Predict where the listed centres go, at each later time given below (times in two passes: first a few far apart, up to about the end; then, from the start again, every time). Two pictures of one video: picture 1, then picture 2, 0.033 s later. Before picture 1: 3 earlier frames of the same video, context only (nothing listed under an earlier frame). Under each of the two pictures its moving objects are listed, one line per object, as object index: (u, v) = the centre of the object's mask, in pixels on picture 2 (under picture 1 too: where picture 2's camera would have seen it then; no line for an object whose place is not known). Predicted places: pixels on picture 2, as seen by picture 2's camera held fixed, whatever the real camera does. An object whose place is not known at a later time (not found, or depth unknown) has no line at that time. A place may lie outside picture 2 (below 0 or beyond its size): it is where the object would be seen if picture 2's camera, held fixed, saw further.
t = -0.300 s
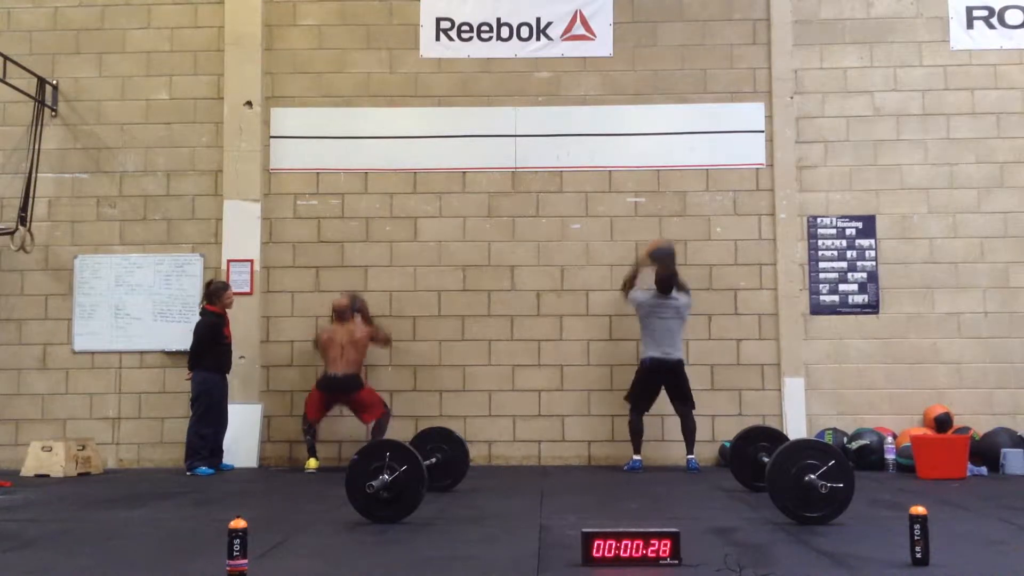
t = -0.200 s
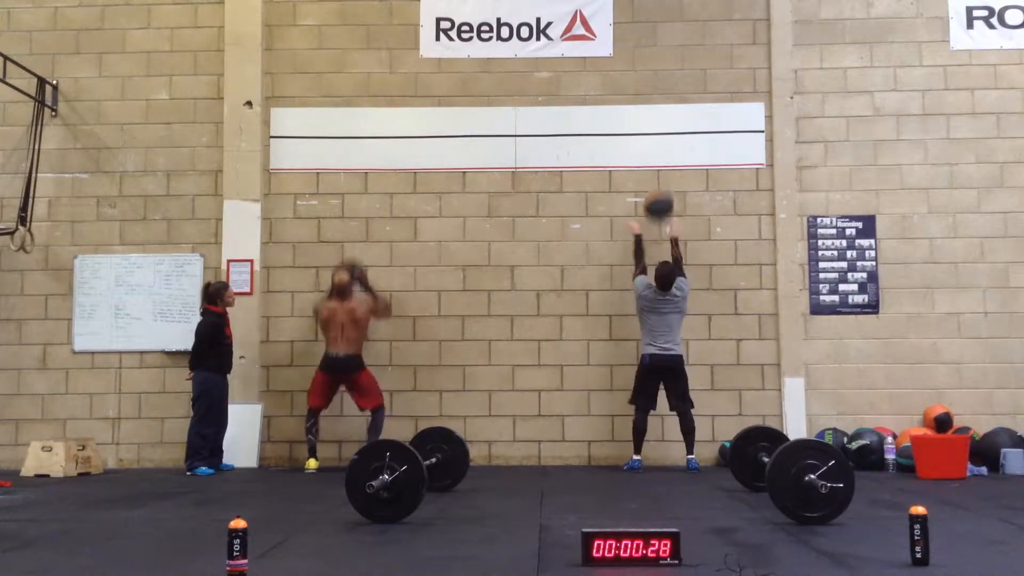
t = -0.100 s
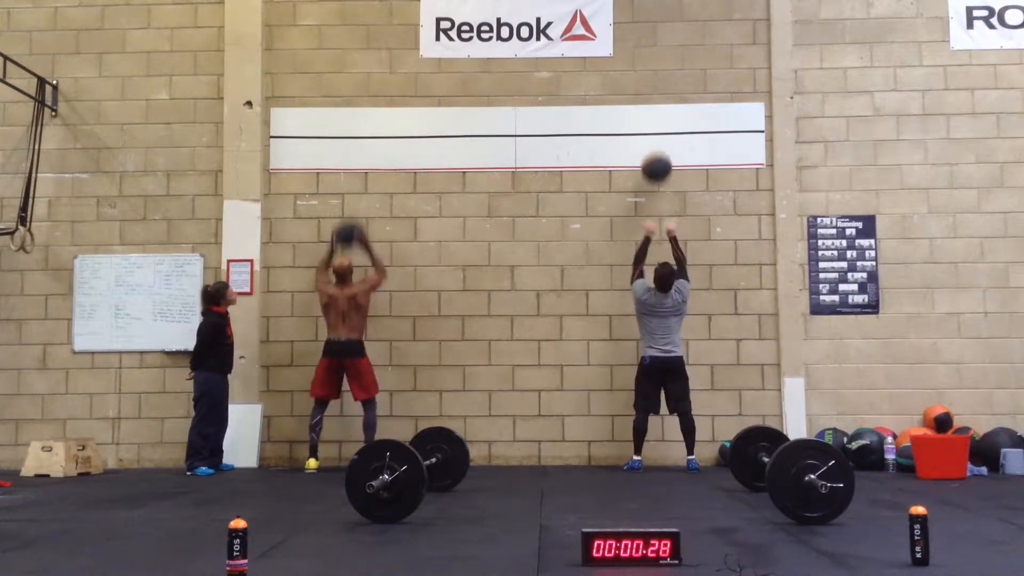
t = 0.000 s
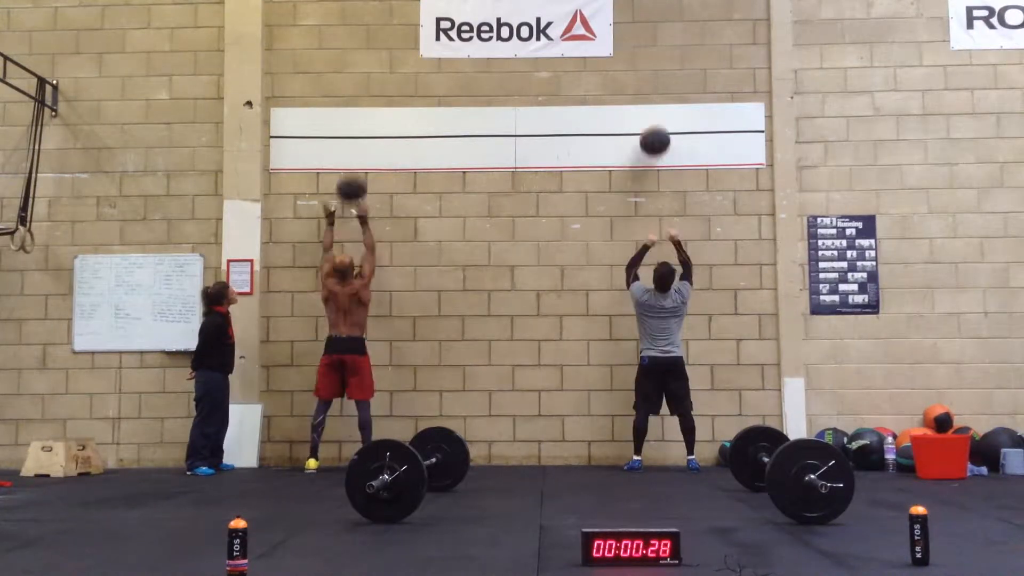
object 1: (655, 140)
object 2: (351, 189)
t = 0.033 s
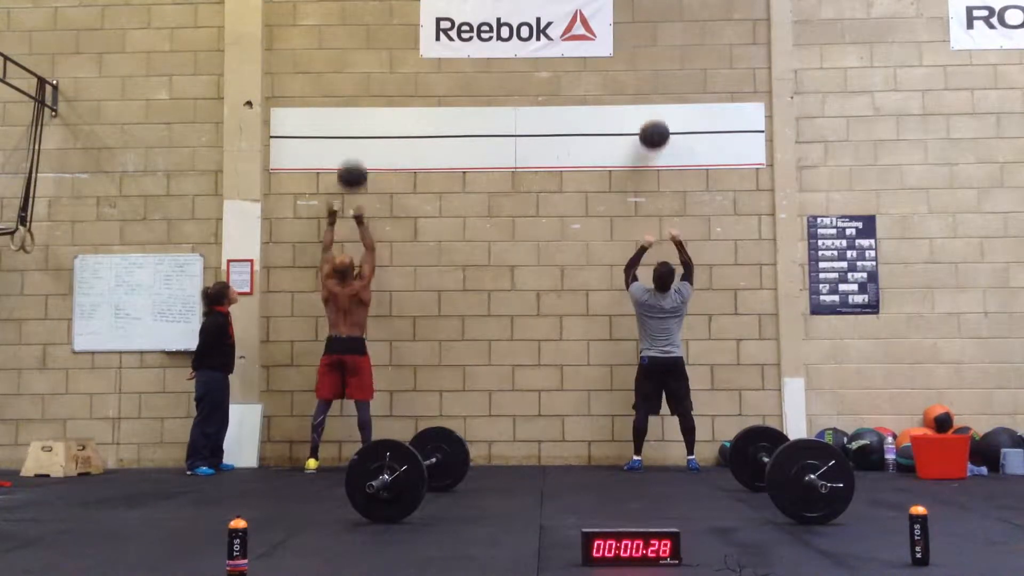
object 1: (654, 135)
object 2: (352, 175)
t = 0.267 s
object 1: (653, 121)
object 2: (356, 119)
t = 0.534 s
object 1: (655, 172)
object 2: (356, 130)
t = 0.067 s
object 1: (654, 129)
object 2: (353, 164)
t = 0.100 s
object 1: (653, 126)
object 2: (353, 153)
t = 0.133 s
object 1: (653, 123)
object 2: (354, 144)
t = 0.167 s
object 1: (652, 121)
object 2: (354, 136)
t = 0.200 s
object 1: (652, 121)
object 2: (355, 129)
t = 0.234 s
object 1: (652, 120)
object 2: (355, 124)
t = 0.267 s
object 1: (653, 121)
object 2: (356, 119)
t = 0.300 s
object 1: (653, 123)
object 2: (356, 116)
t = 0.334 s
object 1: (653, 127)
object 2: (356, 115)
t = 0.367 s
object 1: (653, 131)
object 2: (356, 115)
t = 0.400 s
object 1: (653, 137)
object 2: (356, 115)
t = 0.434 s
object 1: (654, 144)
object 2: (356, 117)
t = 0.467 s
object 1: (654, 152)
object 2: (356, 120)
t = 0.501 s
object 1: (654, 161)
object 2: (357, 124)
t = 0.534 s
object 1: (655, 172)
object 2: (356, 130)
